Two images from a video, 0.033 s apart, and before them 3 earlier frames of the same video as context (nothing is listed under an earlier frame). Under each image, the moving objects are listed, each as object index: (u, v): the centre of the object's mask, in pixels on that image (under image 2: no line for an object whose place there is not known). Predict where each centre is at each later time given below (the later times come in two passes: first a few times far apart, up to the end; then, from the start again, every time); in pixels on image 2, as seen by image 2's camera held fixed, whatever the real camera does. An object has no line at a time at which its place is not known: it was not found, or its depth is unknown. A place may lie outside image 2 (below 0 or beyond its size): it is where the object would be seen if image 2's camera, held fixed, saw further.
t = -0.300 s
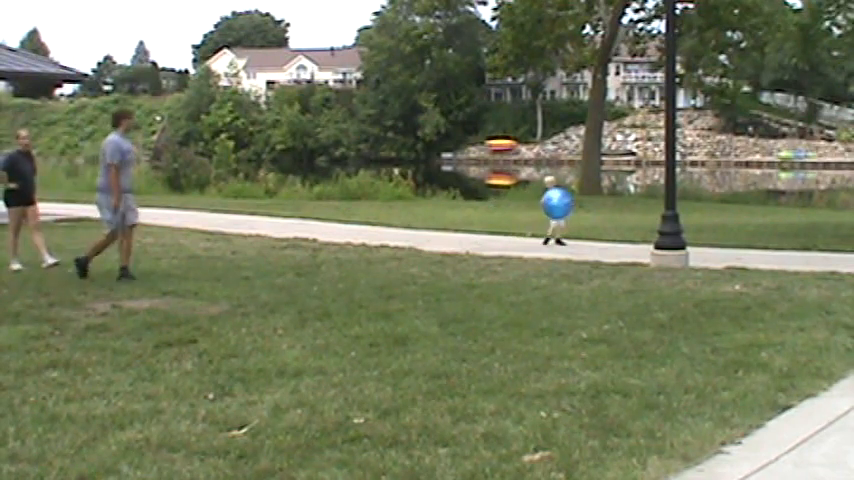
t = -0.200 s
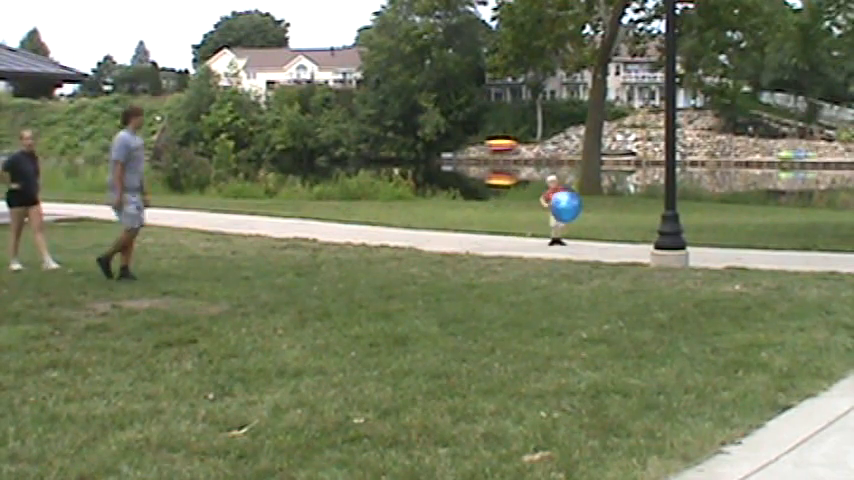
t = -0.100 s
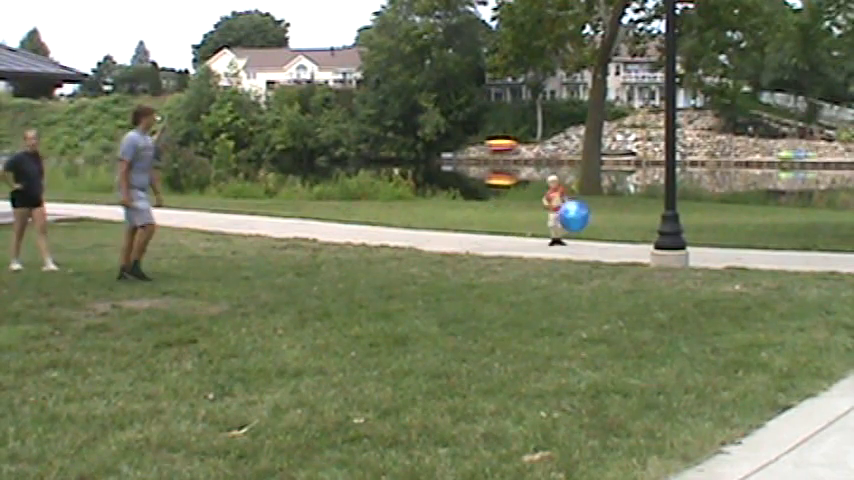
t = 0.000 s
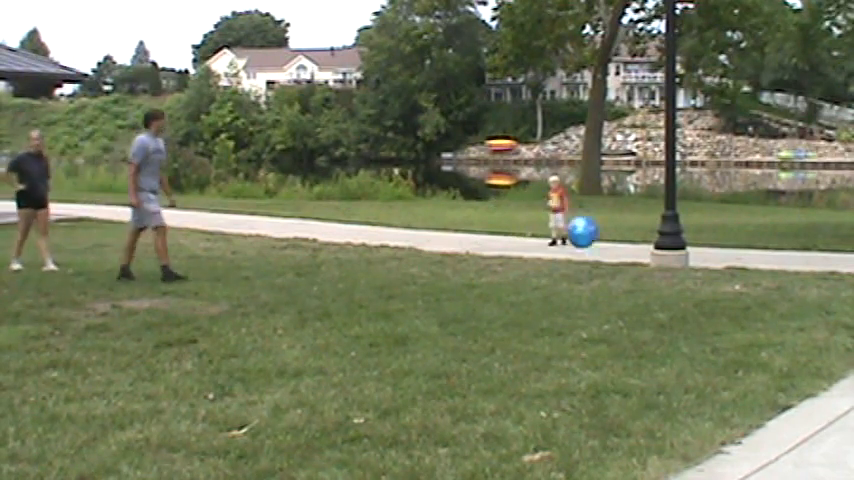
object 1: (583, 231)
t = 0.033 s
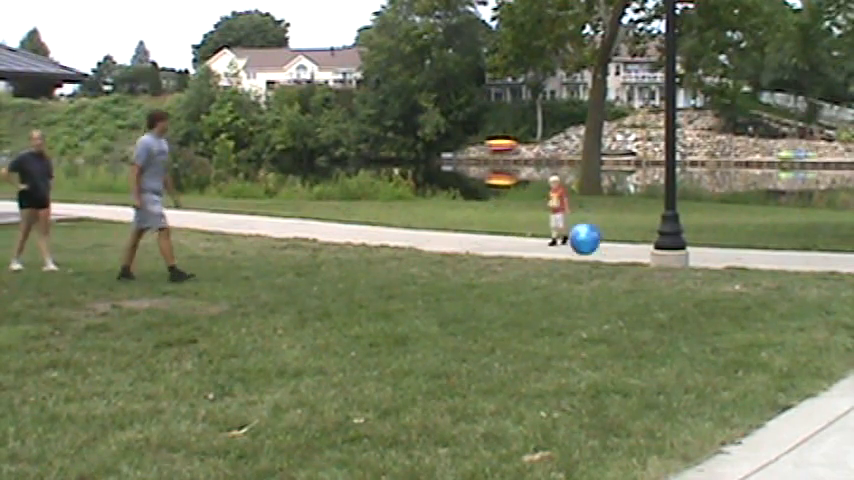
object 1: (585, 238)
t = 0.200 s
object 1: (597, 261)
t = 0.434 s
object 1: (611, 240)
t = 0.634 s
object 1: (624, 254)
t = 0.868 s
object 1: (636, 257)
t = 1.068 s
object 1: (646, 267)
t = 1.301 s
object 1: (656, 267)
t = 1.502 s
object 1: (662, 267)
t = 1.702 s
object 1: (665, 268)
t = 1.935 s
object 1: (670, 269)
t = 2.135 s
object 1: (676, 271)
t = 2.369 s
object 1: (681, 270)
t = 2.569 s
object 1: (682, 270)
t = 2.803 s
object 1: (681, 270)
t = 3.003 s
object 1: (680, 271)
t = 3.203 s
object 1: (678, 271)
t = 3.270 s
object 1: (677, 271)
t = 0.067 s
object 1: (588, 246)
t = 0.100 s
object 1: (591, 255)
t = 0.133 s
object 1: (594, 264)
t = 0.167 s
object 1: (596, 266)
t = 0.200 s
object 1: (597, 261)
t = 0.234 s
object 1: (599, 254)
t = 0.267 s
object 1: (601, 250)
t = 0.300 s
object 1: (603, 246)
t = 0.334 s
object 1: (605, 243)
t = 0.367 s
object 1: (607, 241)
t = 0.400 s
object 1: (609, 240)
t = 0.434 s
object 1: (611, 240)
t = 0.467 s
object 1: (614, 240)
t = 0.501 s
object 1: (616, 241)
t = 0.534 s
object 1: (618, 243)
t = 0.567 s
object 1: (620, 246)
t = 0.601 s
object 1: (622, 250)
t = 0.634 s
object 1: (624, 254)
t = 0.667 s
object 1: (626, 259)
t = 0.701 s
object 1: (629, 265)
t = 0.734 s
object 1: (630, 267)
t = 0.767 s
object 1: (632, 264)
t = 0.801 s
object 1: (633, 260)
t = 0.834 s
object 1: (635, 259)
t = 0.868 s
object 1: (636, 257)
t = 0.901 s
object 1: (638, 257)
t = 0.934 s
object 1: (640, 257)
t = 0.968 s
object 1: (641, 258)
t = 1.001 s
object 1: (643, 262)
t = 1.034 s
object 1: (644, 265)
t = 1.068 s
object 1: (646, 267)
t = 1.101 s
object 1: (648, 267)
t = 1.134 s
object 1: (649, 266)
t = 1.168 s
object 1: (650, 265)
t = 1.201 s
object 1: (651, 265)
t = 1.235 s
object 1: (653, 265)
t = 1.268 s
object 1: (654, 266)
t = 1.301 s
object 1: (656, 267)
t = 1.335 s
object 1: (657, 268)
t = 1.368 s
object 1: (658, 268)
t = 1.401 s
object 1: (659, 267)
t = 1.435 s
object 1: (660, 267)
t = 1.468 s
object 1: (661, 267)
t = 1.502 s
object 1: (662, 267)
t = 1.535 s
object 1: (663, 267)
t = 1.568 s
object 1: (663, 267)
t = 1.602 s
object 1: (664, 268)
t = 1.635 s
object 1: (664, 268)
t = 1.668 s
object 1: (665, 268)
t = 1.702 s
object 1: (665, 268)
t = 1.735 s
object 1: (666, 268)
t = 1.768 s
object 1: (666, 268)
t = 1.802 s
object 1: (666, 268)
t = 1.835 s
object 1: (667, 269)
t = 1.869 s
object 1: (668, 269)
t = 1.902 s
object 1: (669, 269)
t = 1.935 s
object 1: (670, 269)
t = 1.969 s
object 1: (671, 269)
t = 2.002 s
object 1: (671, 270)
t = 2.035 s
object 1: (672, 270)
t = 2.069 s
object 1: (673, 271)
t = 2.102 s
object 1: (674, 271)
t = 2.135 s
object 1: (676, 271)
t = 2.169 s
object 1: (677, 271)
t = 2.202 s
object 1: (678, 271)
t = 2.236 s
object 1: (678, 271)
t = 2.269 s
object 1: (679, 270)
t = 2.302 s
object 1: (680, 270)
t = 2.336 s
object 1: (680, 270)
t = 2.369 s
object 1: (681, 270)
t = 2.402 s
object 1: (681, 270)
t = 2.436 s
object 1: (682, 270)
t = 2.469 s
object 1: (682, 270)
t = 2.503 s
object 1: (682, 270)
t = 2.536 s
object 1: (682, 270)
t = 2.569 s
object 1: (682, 270)
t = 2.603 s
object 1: (682, 270)
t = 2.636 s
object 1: (682, 271)
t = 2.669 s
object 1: (682, 270)
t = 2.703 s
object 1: (682, 270)
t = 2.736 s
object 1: (681, 270)
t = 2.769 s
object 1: (681, 270)
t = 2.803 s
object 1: (681, 270)
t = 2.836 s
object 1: (681, 270)
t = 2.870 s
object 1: (680, 271)
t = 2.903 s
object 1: (680, 271)
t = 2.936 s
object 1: (680, 271)
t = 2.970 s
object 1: (680, 270)
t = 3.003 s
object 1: (680, 271)
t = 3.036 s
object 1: (680, 271)
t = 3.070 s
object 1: (679, 270)
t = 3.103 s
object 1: (679, 270)
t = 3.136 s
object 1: (679, 270)
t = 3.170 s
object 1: (678, 271)
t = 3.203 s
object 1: (678, 271)
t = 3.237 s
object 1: (678, 270)
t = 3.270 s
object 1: (677, 271)
